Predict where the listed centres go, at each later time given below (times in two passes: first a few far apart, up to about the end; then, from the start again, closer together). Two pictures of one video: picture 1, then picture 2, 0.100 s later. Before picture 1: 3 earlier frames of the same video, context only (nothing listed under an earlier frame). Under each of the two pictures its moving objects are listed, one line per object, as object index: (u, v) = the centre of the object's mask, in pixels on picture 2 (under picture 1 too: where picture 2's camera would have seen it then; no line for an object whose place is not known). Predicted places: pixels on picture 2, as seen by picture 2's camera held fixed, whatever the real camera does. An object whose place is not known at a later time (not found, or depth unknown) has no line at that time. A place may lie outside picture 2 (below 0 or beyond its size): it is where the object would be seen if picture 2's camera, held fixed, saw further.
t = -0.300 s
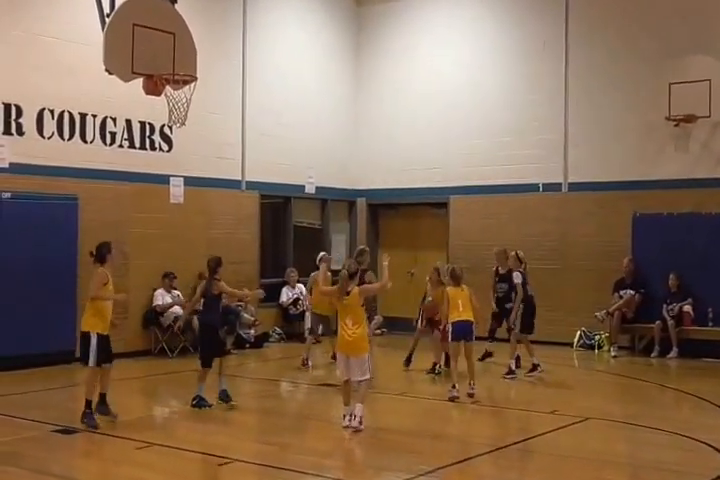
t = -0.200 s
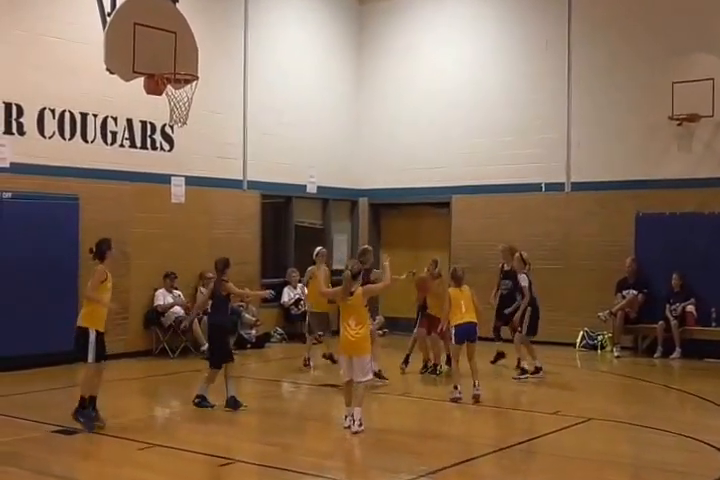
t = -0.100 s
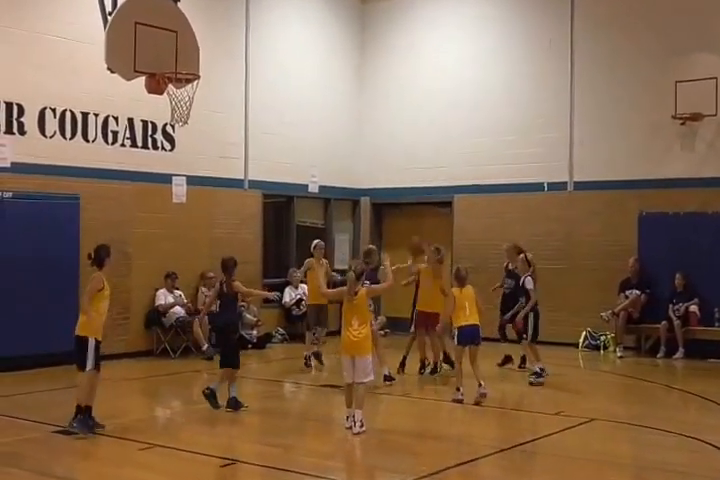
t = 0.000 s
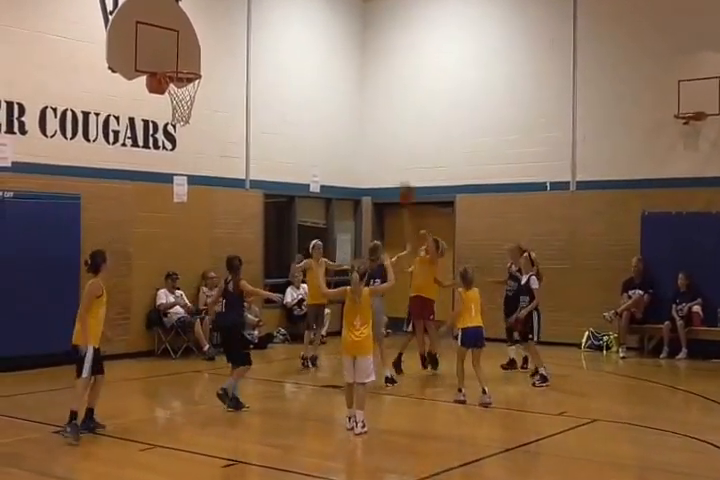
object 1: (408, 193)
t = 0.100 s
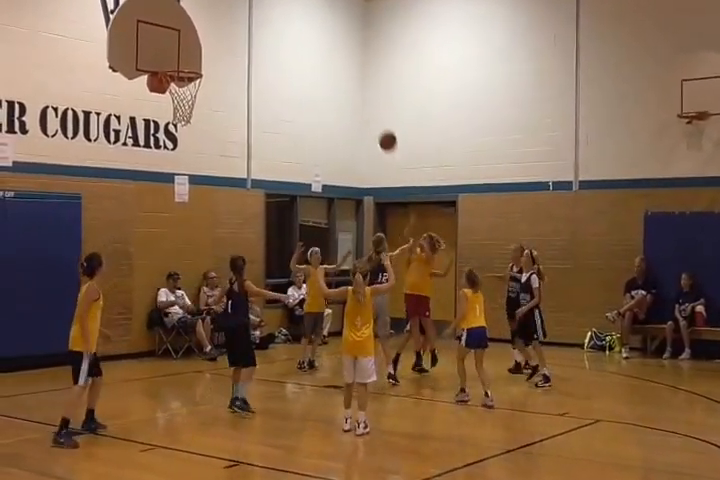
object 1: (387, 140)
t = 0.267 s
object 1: (355, 72)
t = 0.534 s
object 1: (298, 11)
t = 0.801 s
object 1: (234, 15)
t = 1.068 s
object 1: (182, 50)
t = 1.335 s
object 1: (160, 57)
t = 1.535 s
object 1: (139, 113)
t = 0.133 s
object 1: (381, 125)
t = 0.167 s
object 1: (374, 110)
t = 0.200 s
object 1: (368, 96)
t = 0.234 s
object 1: (361, 84)
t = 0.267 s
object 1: (355, 72)
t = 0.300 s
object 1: (348, 60)
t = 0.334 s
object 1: (341, 49)
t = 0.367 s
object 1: (334, 40)
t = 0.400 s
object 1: (327, 32)
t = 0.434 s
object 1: (320, 25)
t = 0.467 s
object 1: (312, 18)
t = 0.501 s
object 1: (305, 13)
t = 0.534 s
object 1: (298, 11)
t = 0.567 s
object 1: (290, 10)
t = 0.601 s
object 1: (282, 9)
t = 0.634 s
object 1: (275, 9)
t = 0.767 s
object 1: (243, 13)
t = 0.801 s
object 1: (234, 15)
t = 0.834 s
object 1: (226, 18)
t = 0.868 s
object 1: (218, 25)
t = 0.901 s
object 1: (209, 33)
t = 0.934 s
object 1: (201, 44)
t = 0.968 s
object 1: (193, 55)
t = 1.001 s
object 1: (187, 59)
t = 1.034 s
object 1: (185, 54)
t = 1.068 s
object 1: (182, 50)
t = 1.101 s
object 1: (180, 46)
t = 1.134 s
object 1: (177, 44)
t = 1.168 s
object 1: (174, 43)
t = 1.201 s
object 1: (172, 43)
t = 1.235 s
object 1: (169, 45)
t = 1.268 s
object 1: (166, 48)
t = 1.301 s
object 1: (163, 51)
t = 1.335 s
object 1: (160, 57)
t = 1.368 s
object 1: (156, 62)
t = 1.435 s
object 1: (149, 79)
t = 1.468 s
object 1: (146, 88)
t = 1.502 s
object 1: (142, 100)
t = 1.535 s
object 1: (139, 113)
